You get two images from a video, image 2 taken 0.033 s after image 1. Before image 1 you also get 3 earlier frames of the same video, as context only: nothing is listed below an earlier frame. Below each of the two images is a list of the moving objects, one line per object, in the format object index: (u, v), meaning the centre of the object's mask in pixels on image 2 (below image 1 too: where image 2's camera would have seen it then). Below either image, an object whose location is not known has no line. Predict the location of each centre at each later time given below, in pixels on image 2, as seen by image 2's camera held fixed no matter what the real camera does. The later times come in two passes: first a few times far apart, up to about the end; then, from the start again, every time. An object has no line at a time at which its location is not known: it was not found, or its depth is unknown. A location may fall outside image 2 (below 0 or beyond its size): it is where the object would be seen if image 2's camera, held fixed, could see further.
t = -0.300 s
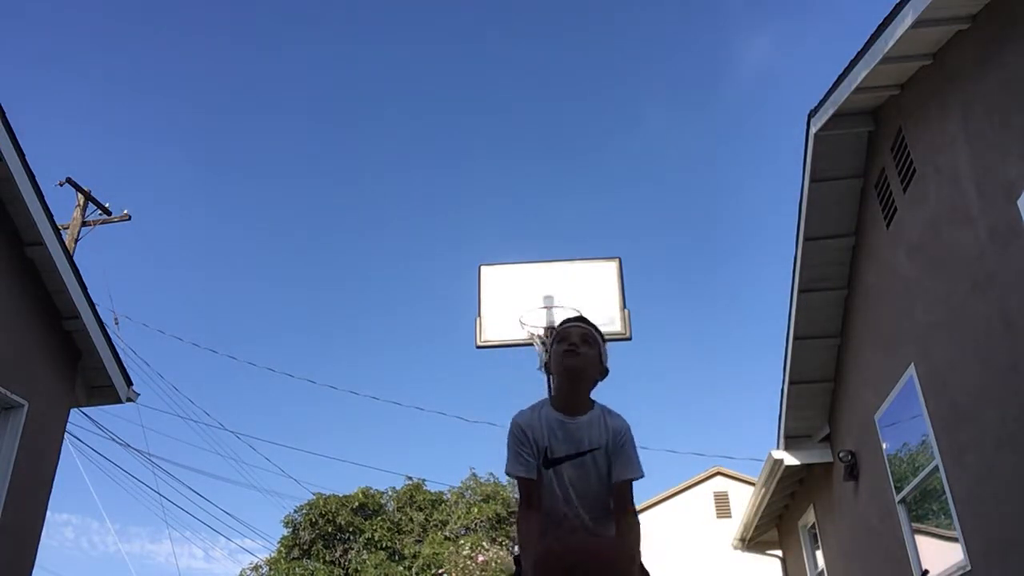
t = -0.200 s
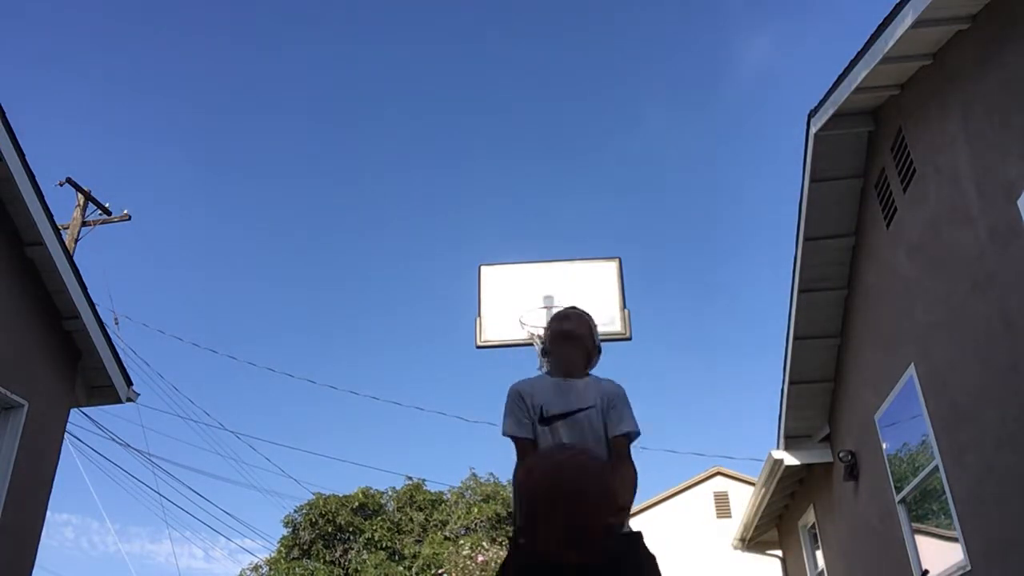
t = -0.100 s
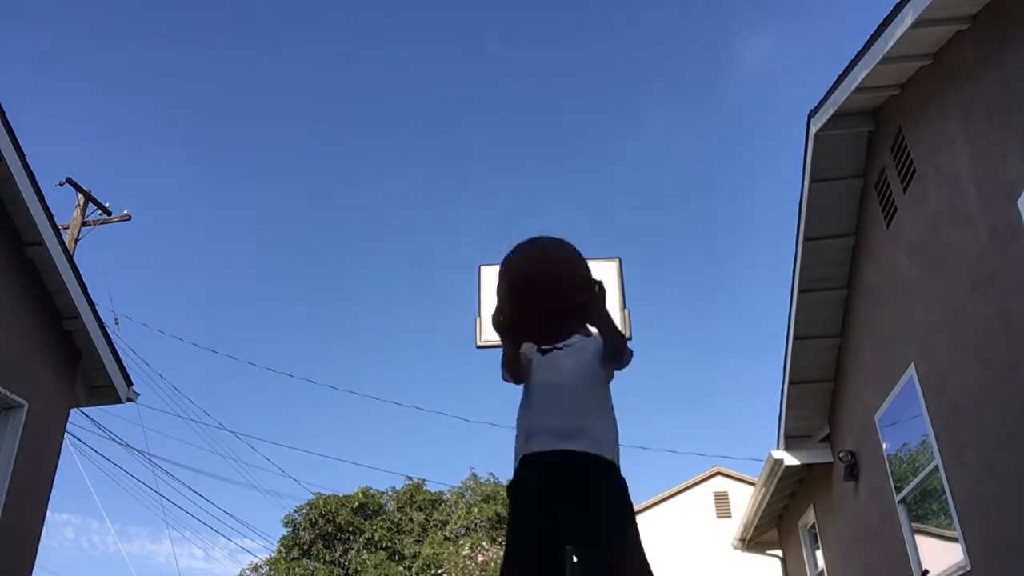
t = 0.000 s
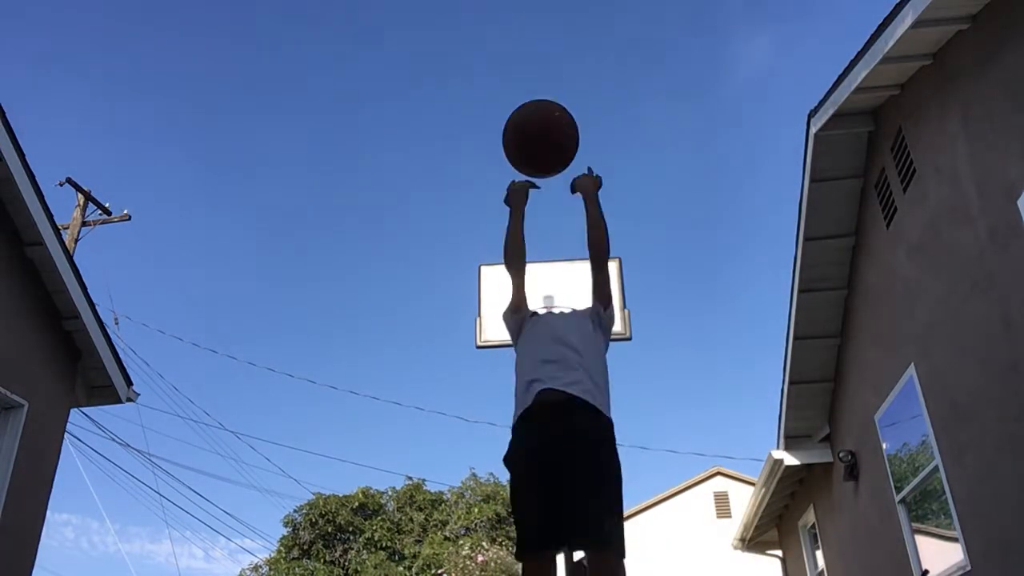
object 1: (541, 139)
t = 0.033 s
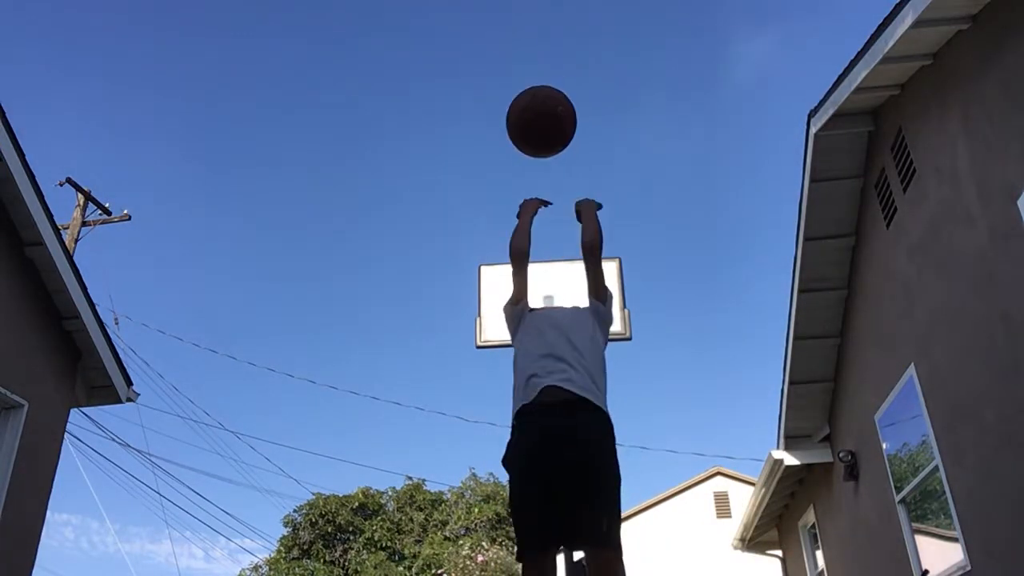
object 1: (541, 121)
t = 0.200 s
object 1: (544, 94)
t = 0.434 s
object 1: (550, 130)
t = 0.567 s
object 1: (554, 169)
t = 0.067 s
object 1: (542, 110)
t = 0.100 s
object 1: (543, 102)
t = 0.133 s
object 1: (543, 97)
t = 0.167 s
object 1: (544, 94)
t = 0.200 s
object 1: (544, 94)
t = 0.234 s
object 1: (545, 95)
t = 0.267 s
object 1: (546, 98)
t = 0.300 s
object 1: (547, 102)
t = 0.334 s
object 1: (547, 108)
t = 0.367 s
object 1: (548, 114)
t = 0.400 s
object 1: (549, 122)
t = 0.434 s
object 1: (550, 130)
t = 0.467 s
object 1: (551, 139)
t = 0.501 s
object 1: (552, 148)
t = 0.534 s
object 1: (553, 158)
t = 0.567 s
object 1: (554, 169)
